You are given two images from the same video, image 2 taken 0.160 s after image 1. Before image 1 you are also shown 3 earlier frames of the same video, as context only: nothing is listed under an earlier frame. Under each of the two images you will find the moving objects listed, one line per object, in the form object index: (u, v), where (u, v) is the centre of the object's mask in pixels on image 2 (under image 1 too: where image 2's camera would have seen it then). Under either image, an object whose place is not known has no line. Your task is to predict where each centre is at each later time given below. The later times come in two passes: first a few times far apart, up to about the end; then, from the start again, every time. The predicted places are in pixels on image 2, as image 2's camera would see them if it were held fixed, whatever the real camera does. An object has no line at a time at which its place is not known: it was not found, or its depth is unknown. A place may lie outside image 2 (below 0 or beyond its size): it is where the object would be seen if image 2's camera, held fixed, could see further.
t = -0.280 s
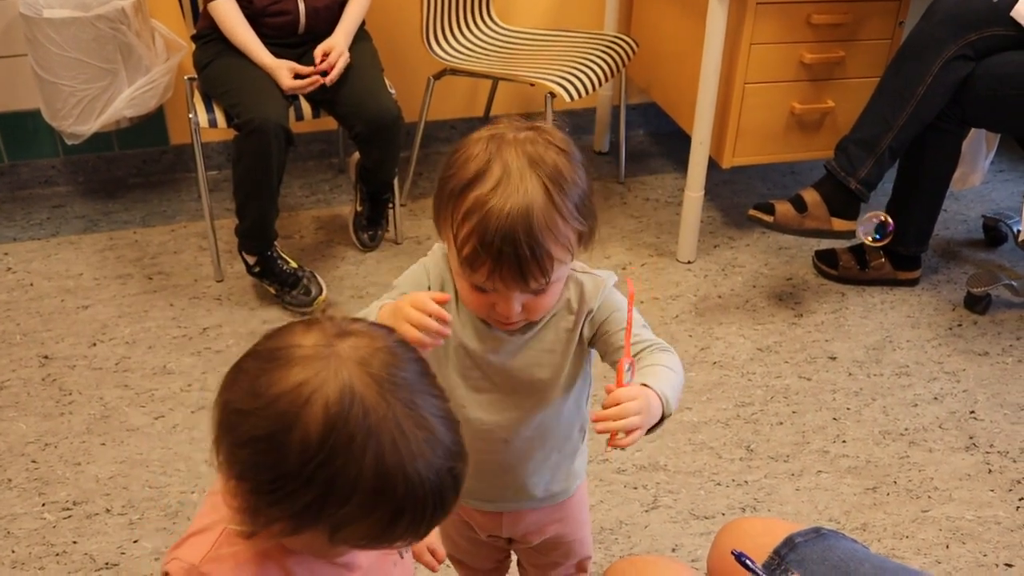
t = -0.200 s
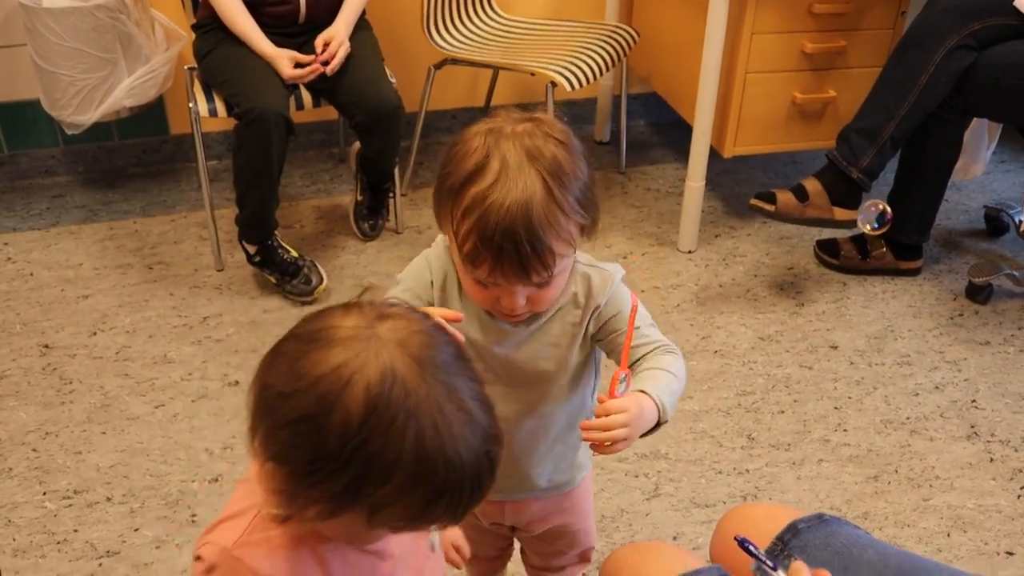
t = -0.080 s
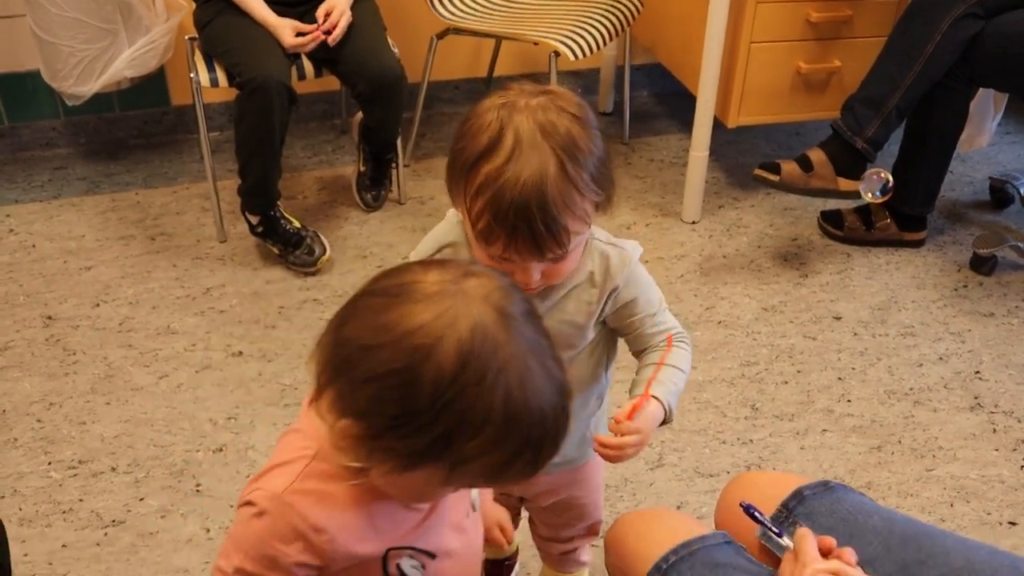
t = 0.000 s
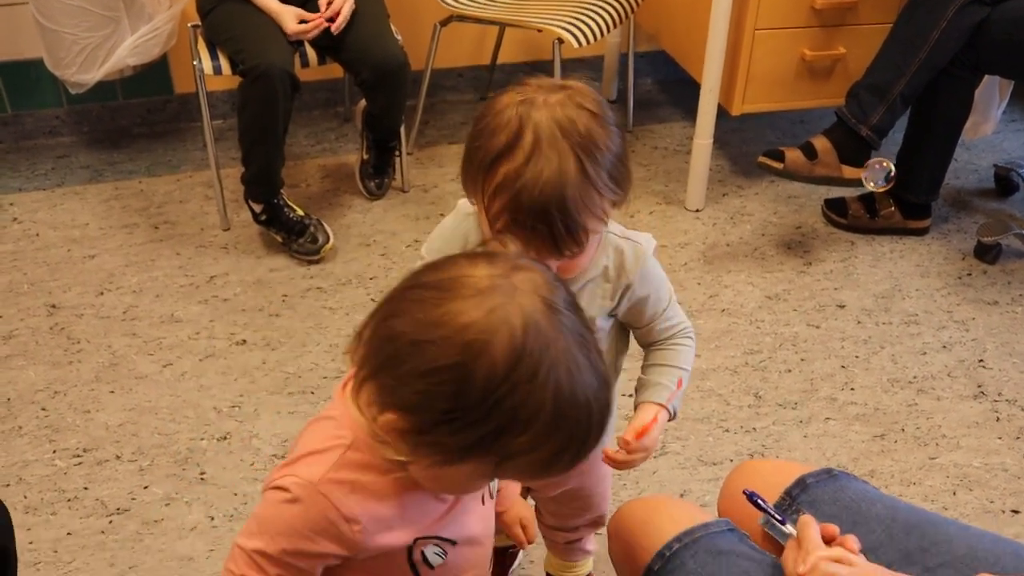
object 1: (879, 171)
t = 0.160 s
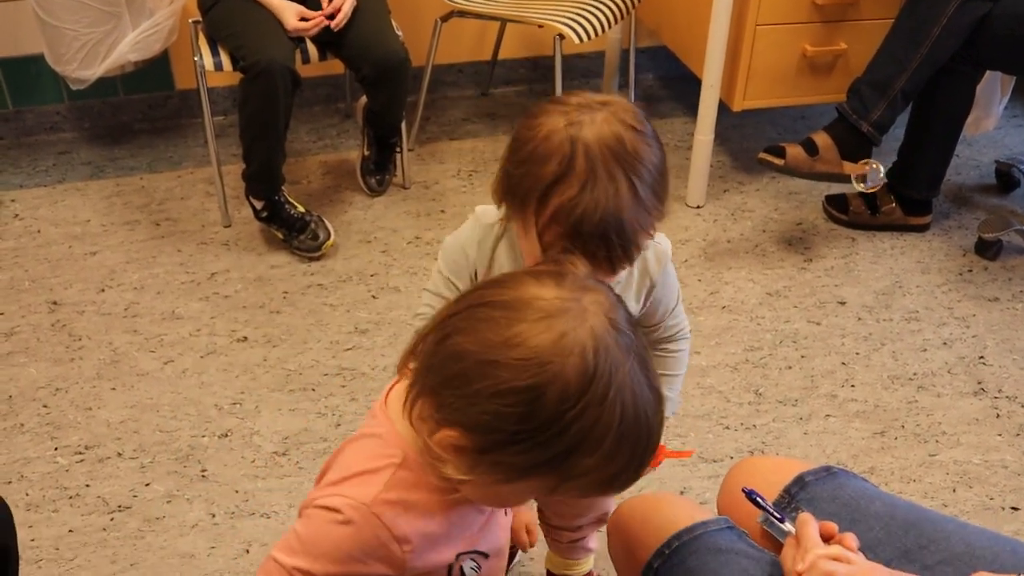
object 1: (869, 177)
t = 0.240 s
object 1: (858, 177)
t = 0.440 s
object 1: (829, 178)
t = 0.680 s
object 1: (803, 179)
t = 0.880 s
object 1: (792, 185)
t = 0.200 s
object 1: (865, 177)
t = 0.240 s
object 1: (858, 177)
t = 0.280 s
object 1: (853, 177)
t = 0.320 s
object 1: (849, 178)
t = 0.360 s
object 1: (842, 178)
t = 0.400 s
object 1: (835, 178)
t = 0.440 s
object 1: (829, 178)
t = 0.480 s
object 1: (823, 176)
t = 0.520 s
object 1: (819, 176)
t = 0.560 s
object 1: (814, 176)
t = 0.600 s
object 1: (810, 177)
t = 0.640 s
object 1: (807, 178)
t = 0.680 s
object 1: (803, 179)
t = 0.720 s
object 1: (799, 181)
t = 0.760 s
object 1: (797, 182)
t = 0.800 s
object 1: (795, 184)
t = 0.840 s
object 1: (793, 185)
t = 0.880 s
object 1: (792, 185)
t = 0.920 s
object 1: (791, 186)
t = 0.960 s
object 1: (790, 187)
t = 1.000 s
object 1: (789, 189)
